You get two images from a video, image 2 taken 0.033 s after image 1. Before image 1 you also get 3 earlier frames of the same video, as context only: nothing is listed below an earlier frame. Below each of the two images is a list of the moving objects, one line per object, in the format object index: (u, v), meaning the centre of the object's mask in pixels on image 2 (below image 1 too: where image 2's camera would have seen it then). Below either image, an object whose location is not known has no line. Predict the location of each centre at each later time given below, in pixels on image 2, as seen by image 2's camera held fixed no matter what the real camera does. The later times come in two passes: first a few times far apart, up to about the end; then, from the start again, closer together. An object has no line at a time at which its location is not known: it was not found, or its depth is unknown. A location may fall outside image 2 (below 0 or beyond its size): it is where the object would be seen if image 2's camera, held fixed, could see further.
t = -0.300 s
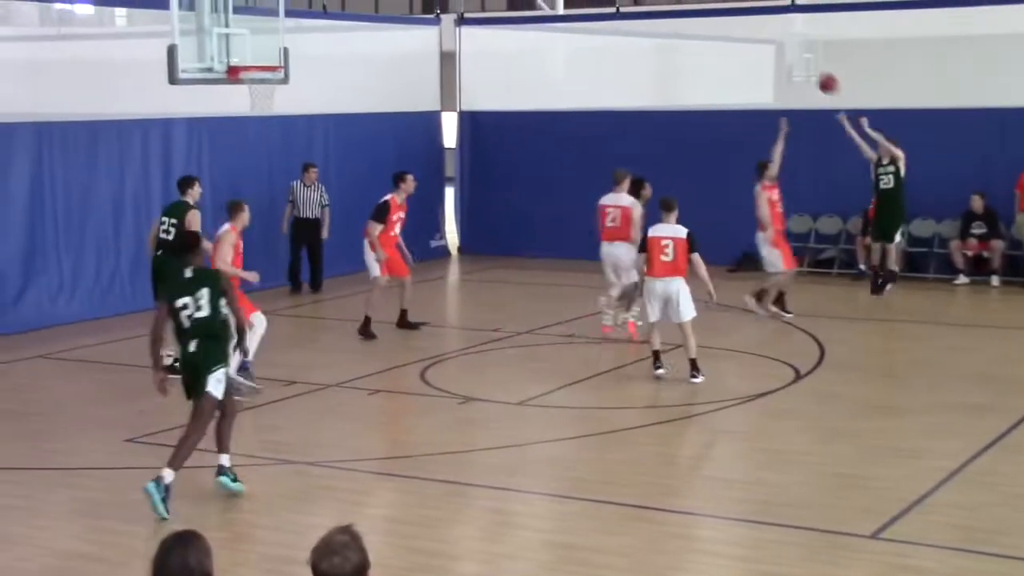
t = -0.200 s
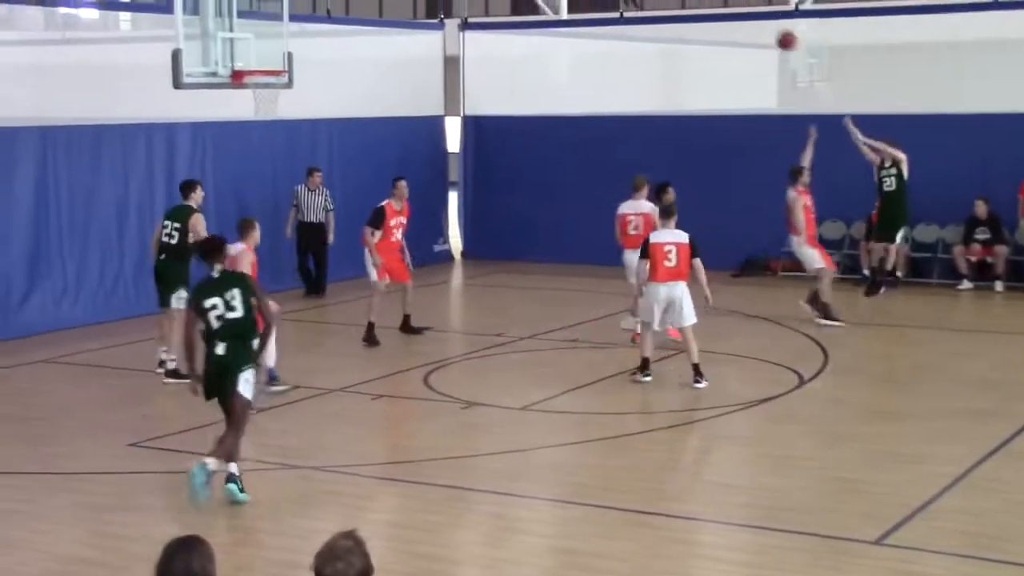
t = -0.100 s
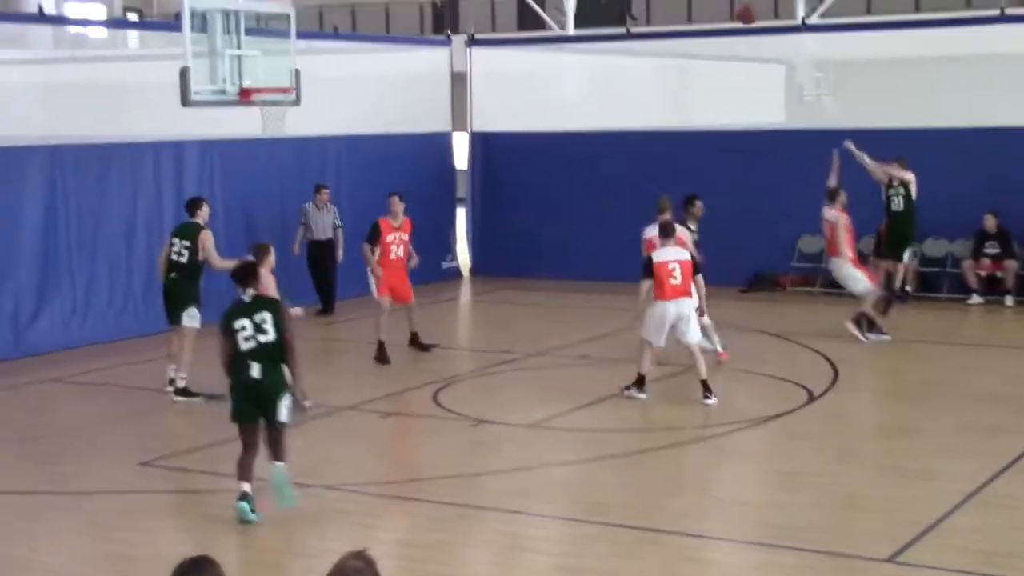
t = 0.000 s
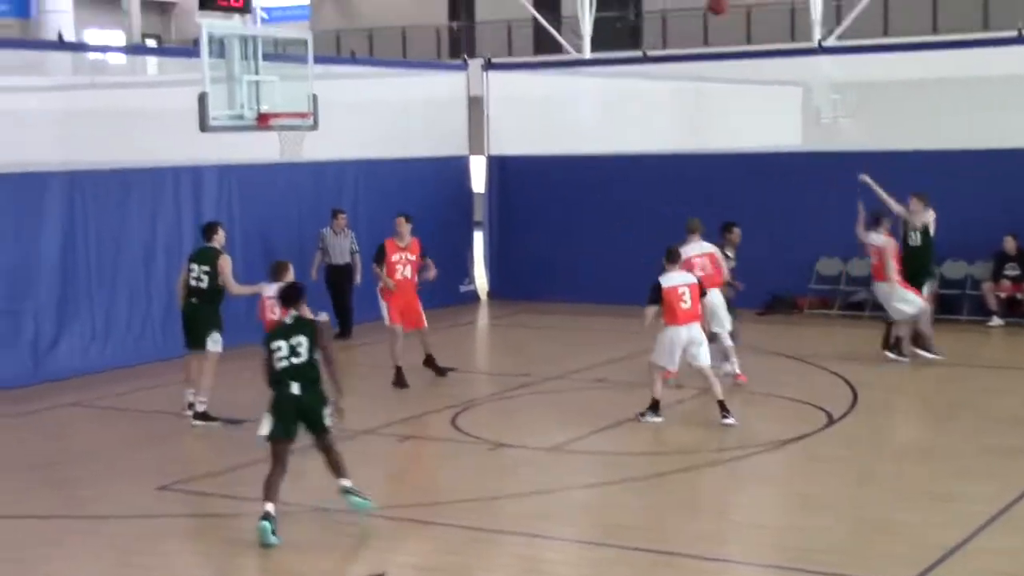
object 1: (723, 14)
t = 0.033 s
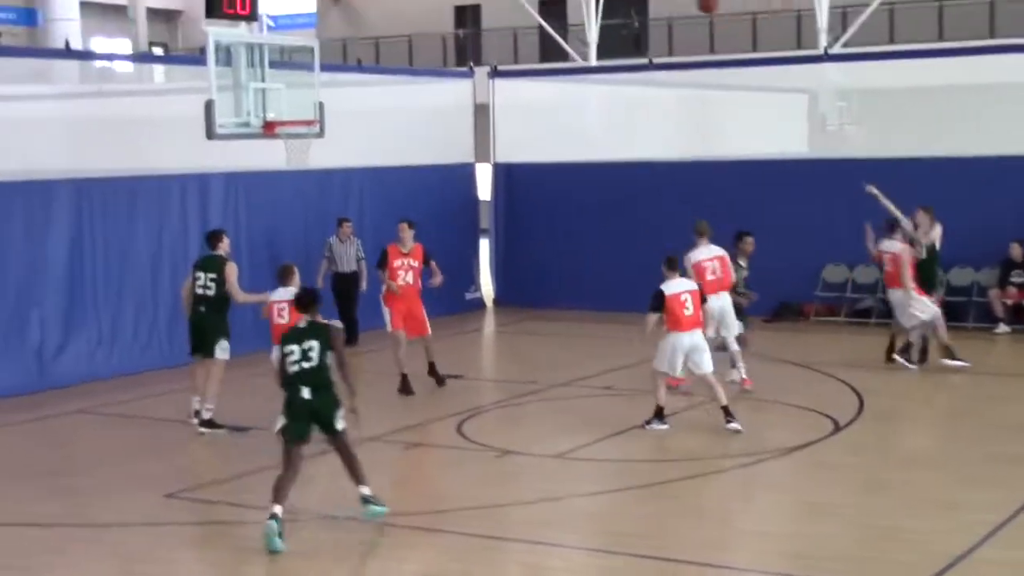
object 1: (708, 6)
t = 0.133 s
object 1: (661, -11)
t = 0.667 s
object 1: (414, 11)
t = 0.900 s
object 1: (306, 105)
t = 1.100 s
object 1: (289, 191)
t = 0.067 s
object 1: (692, -1)
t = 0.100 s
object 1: (677, -7)
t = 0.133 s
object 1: (661, -11)
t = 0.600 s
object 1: (445, 0)
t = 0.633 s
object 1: (429, 3)
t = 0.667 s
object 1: (414, 11)
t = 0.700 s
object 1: (398, 22)
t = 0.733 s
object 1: (382, 34)
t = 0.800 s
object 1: (352, 59)
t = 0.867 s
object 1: (321, 90)
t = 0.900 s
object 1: (306, 105)
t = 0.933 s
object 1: (290, 122)
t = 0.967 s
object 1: (284, 137)
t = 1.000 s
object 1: (285, 150)
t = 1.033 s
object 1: (286, 162)
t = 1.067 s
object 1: (289, 176)
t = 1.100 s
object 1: (289, 191)
